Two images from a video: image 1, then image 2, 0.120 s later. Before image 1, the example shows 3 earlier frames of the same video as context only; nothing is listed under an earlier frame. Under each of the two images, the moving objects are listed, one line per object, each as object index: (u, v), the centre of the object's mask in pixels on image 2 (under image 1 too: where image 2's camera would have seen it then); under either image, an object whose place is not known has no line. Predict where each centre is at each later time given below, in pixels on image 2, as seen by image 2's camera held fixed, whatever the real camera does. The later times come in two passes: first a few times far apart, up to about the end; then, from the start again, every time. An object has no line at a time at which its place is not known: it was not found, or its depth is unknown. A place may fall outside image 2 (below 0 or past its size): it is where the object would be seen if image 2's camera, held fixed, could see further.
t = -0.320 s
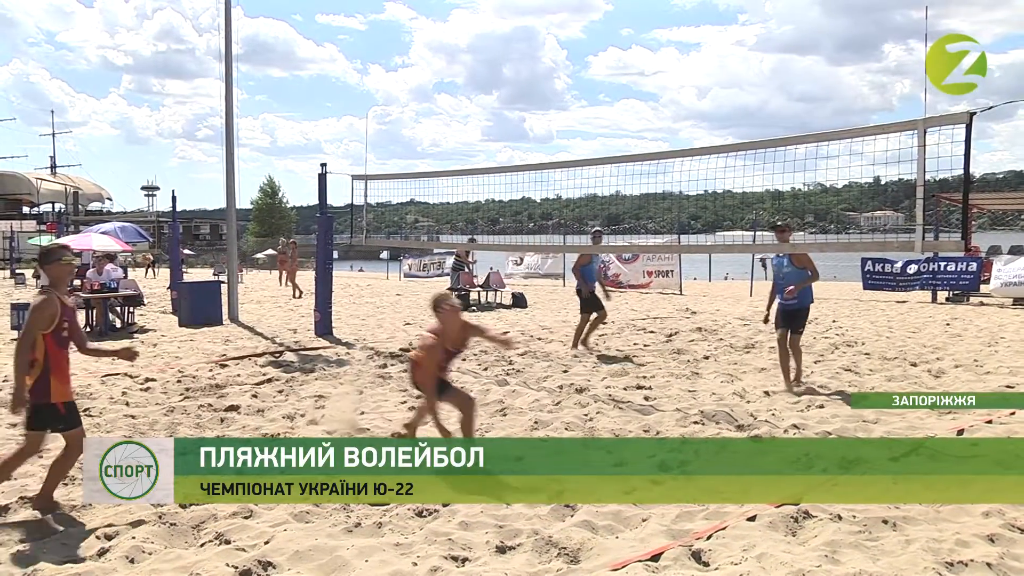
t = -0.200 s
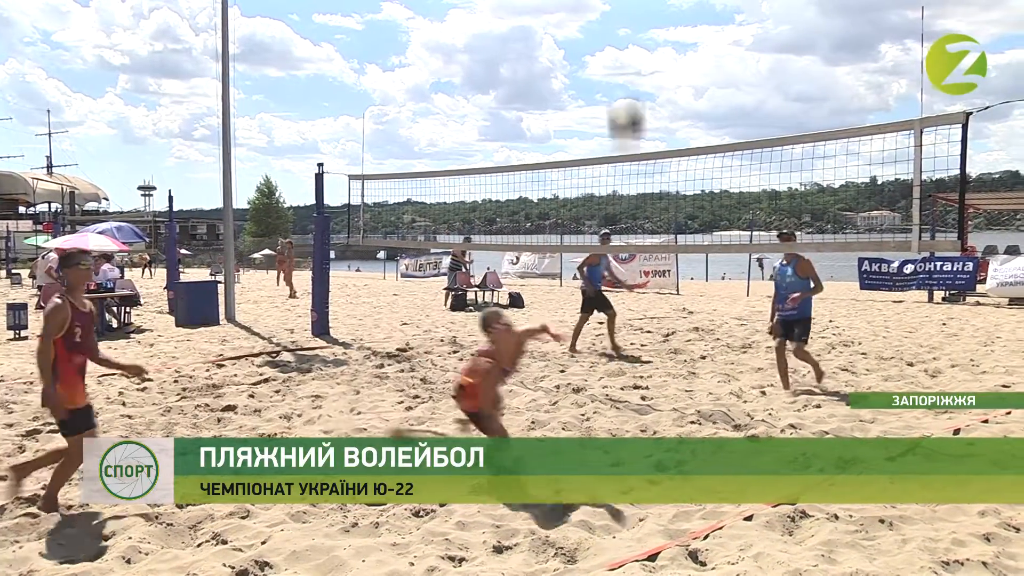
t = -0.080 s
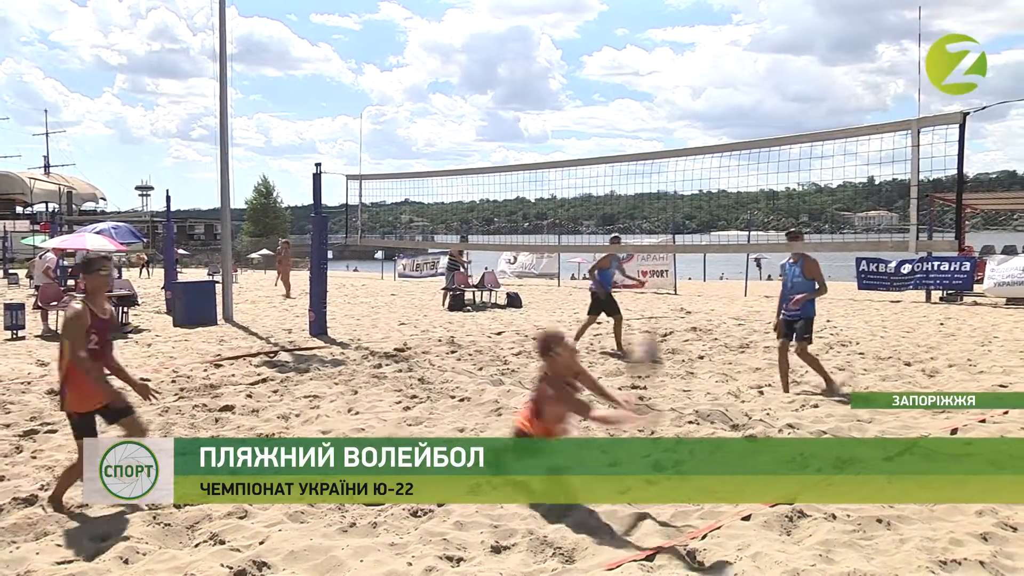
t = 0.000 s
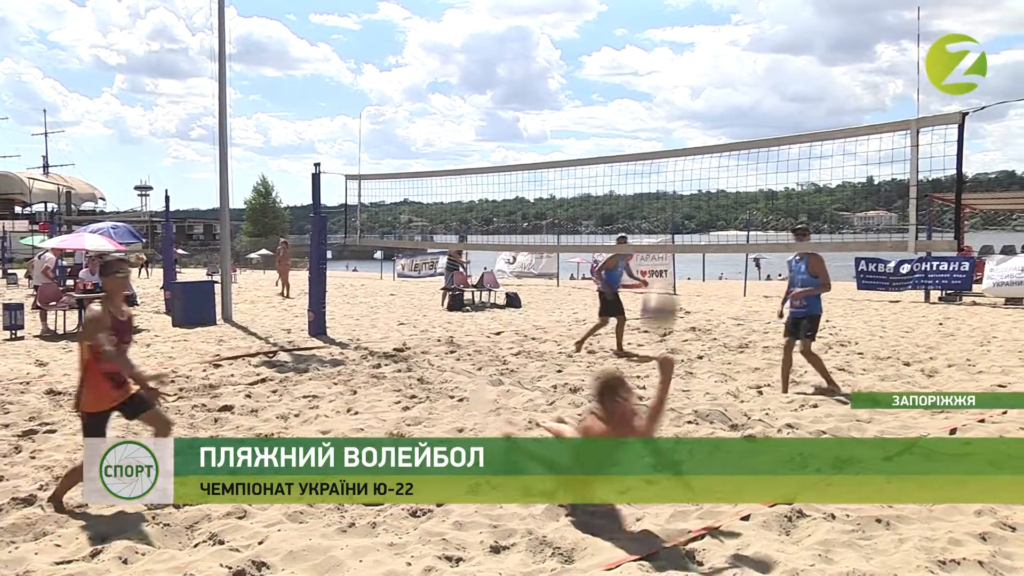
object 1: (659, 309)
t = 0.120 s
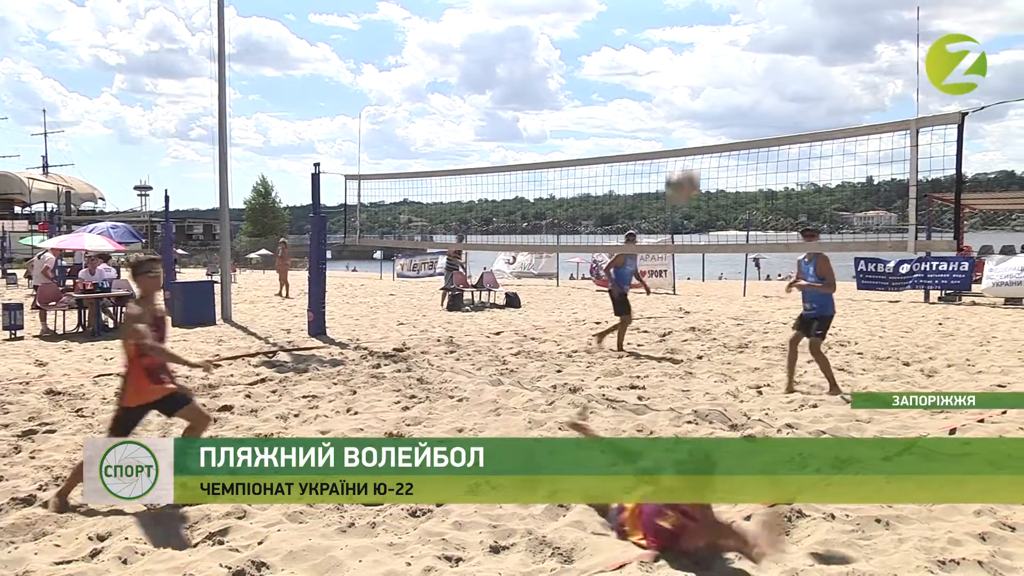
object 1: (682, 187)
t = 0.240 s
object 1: (700, 99)
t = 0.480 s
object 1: (724, 23)
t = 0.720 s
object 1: (738, 36)
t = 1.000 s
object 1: (747, 123)
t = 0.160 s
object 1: (689, 152)
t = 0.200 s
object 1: (695, 122)
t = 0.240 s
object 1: (700, 99)
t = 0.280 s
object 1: (706, 78)
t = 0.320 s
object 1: (710, 61)
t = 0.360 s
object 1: (714, 48)
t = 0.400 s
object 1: (718, 37)
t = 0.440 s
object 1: (721, 29)
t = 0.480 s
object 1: (724, 23)
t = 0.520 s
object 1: (727, 21)
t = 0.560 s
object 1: (730, 20)
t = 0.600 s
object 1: (732, 21)
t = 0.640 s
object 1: (734, 24)
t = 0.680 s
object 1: (737, 30)
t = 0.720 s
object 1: (738, 36)
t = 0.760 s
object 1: (740, 45)
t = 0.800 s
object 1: (741, 54)
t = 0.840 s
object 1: (743, 66)
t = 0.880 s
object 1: (744, 79)
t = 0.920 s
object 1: (745, 93)
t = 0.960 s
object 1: (746, 107)
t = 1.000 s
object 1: (747, 123)
